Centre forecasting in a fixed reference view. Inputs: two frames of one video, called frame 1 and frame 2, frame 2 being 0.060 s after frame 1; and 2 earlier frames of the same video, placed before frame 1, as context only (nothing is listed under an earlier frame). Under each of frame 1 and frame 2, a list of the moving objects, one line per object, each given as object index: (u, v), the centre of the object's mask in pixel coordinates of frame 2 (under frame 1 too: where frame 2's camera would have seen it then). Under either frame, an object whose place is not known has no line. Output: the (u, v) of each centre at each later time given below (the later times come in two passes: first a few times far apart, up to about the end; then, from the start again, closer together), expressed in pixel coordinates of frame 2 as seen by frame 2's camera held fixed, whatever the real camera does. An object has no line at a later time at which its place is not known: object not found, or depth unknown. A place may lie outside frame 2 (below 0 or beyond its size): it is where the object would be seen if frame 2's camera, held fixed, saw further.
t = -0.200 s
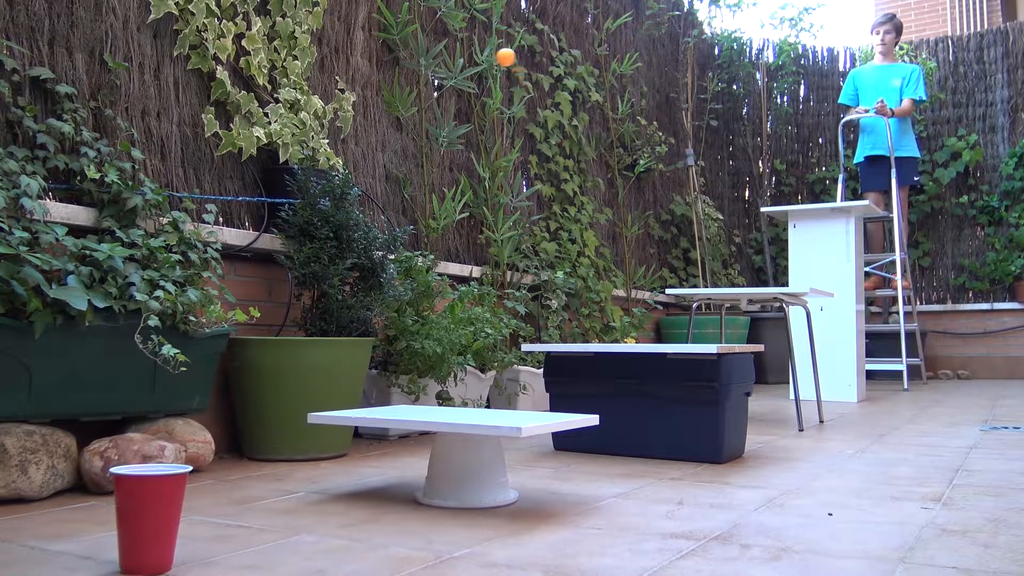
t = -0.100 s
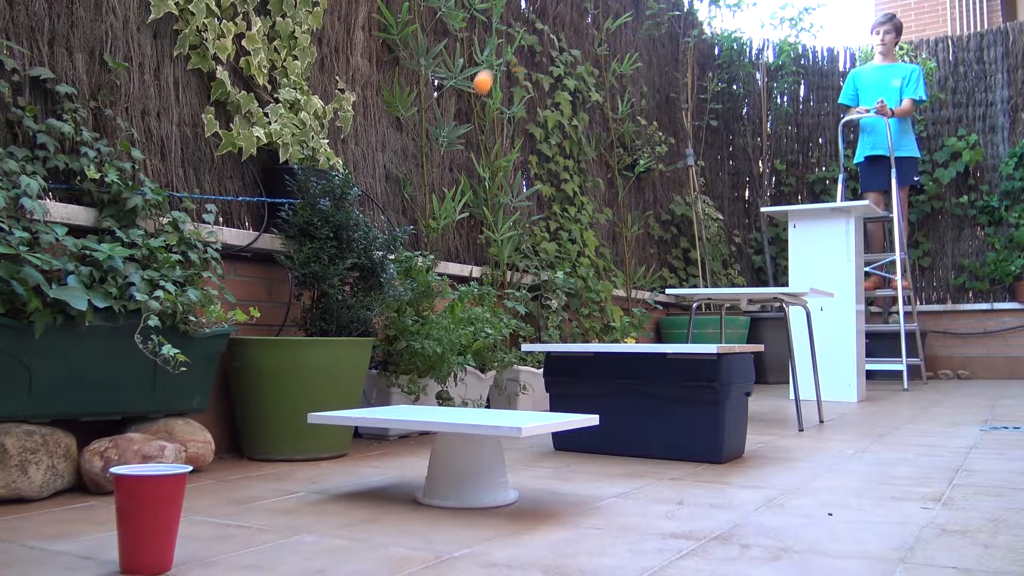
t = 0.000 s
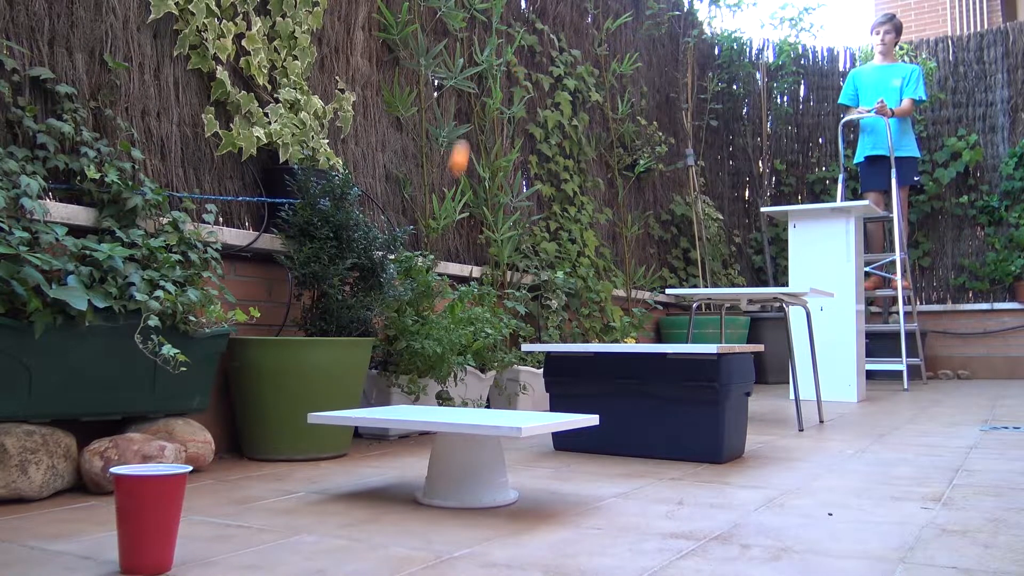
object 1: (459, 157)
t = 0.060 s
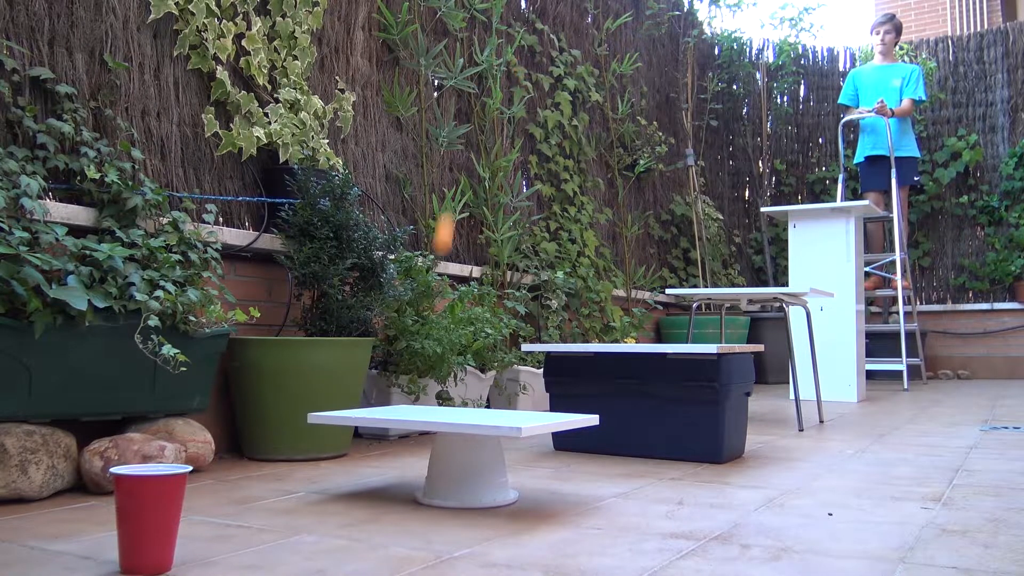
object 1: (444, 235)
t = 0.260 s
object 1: (391, 239)
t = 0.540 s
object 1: (294, 70)
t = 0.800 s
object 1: (163, 403)
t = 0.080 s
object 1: (440, 260)
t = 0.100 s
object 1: (434, 298)
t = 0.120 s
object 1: (429, 337)
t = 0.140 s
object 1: (424, 376)
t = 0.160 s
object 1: (418, 385)
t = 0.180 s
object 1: (413, 355)
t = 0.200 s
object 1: (407, 322)
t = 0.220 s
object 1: (402, 294)
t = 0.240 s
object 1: (397, 266)
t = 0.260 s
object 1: (391, 239)
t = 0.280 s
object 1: (385, 215)
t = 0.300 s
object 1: (380, 192)
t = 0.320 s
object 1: (373, 171)
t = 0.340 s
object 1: (367, 153)
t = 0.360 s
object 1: (361, 136)
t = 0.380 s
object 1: (354, 120)
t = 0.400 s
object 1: (346, 105)
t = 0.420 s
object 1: (339, 93)
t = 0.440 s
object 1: (332, 84)
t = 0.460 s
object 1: (325, 77)
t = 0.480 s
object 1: (319, 72)
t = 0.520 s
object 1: (303, 68)
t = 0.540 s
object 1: (294, 70)
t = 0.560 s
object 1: (286, 74)
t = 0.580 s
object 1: (277, 81)
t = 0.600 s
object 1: (268, 92)
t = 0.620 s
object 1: (258, 105)
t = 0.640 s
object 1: (249, 121)
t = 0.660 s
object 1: (239, 145)
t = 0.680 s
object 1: (230, 168)
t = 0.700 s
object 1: (221, 193)
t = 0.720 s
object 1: (210, 224)
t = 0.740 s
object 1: (198, 264)
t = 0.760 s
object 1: (186, 309)
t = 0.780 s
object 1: (175, 355)
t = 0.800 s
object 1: (163, 403)
